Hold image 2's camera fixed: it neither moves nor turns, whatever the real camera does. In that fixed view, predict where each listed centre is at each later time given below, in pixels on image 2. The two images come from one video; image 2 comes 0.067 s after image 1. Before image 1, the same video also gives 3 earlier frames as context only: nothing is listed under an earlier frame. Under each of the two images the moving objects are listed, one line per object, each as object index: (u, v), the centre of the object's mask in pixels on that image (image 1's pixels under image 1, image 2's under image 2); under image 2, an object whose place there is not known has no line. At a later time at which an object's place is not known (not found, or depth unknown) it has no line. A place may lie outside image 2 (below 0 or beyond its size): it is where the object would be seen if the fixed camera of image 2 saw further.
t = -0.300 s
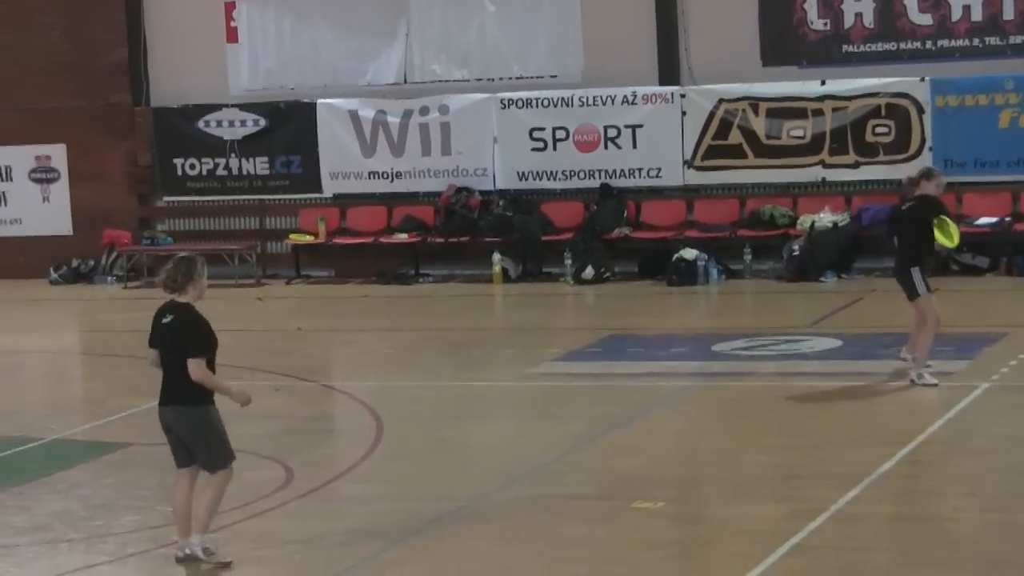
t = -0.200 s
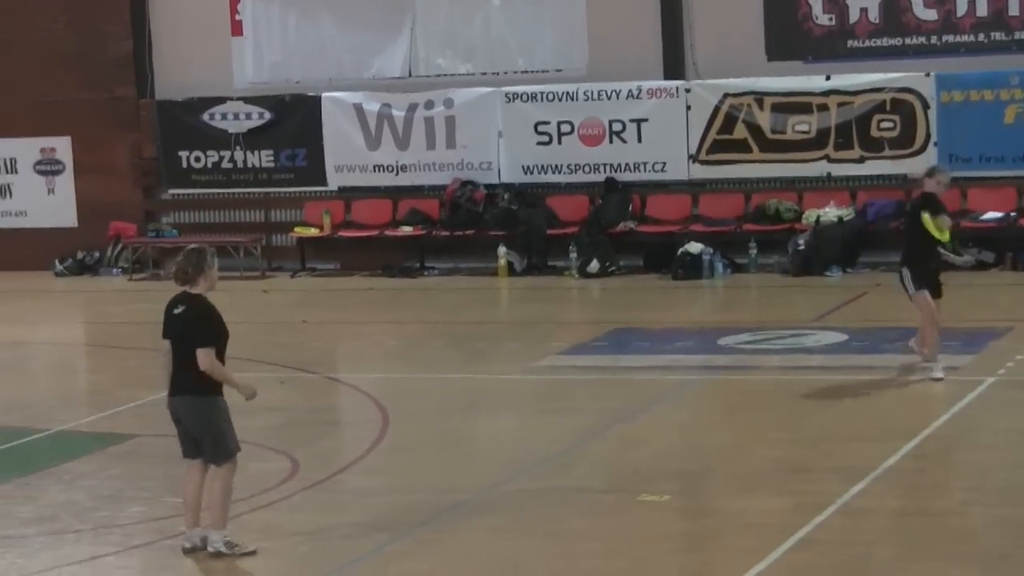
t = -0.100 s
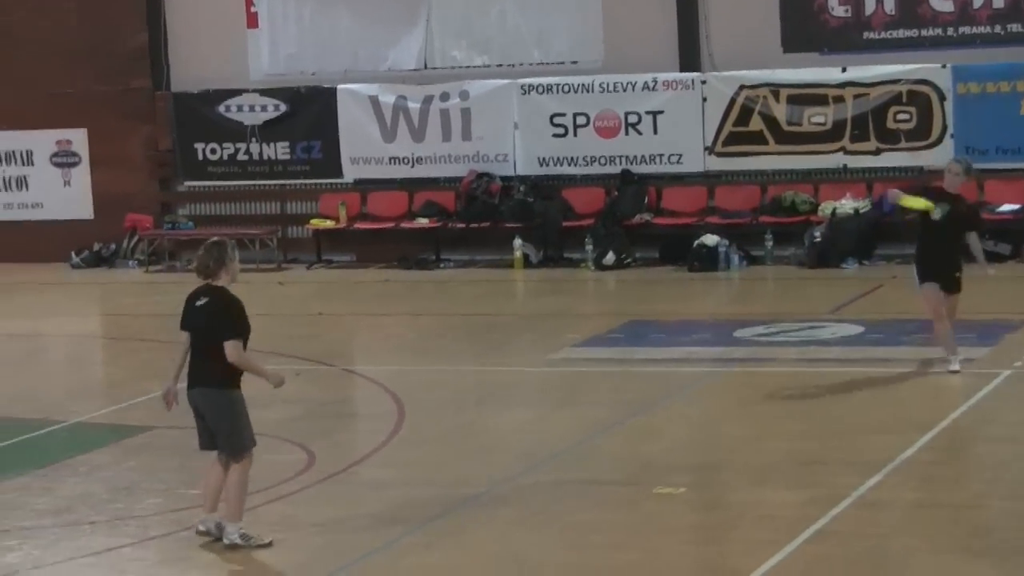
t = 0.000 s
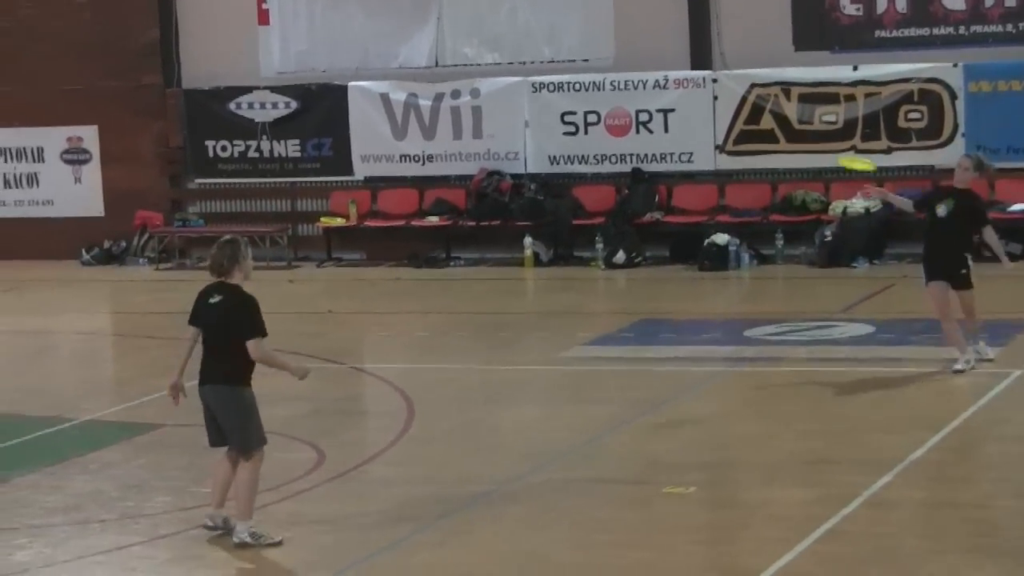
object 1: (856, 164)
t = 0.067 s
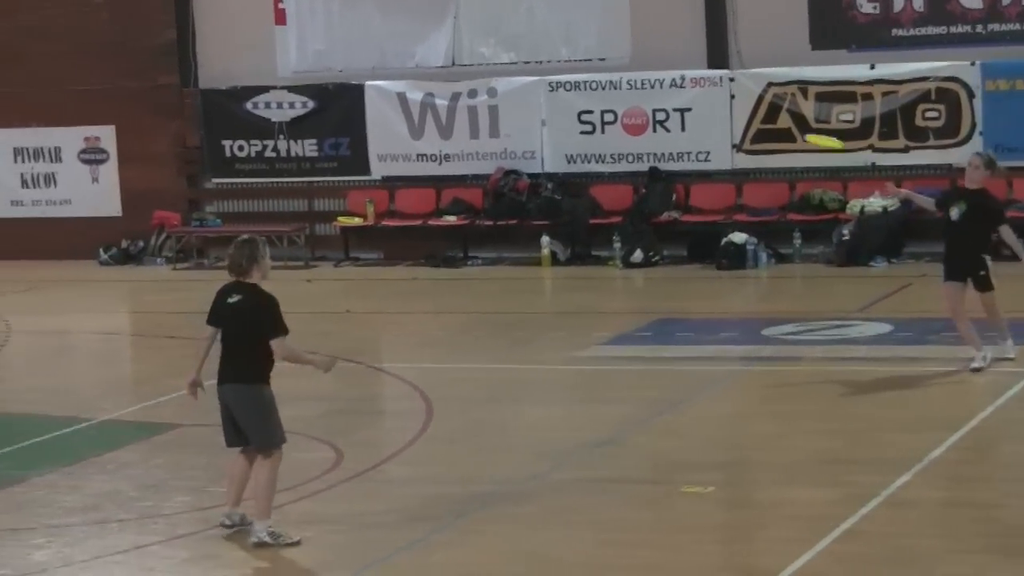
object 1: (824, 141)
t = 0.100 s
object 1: (801, 134)
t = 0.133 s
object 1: (778, 125)
